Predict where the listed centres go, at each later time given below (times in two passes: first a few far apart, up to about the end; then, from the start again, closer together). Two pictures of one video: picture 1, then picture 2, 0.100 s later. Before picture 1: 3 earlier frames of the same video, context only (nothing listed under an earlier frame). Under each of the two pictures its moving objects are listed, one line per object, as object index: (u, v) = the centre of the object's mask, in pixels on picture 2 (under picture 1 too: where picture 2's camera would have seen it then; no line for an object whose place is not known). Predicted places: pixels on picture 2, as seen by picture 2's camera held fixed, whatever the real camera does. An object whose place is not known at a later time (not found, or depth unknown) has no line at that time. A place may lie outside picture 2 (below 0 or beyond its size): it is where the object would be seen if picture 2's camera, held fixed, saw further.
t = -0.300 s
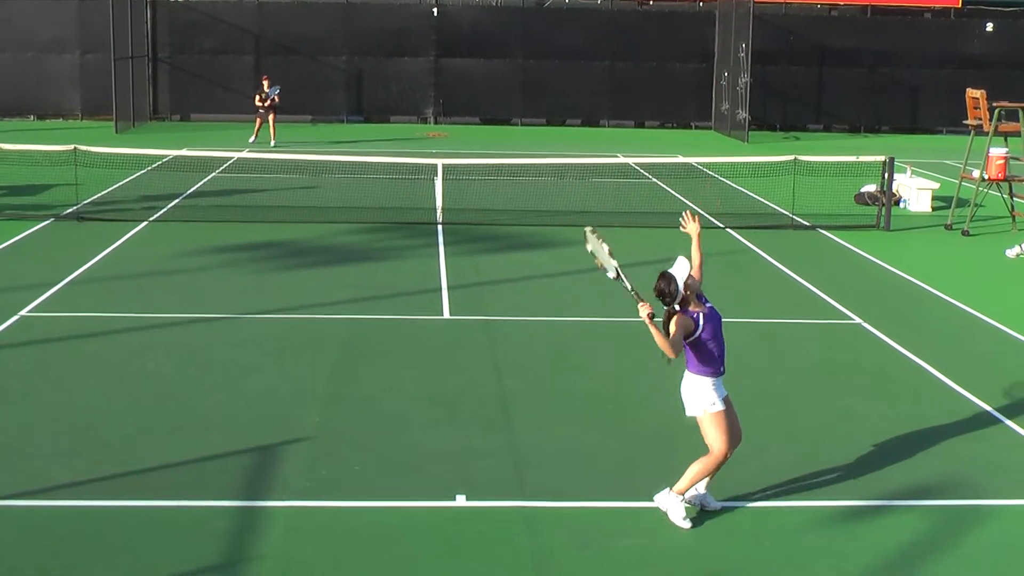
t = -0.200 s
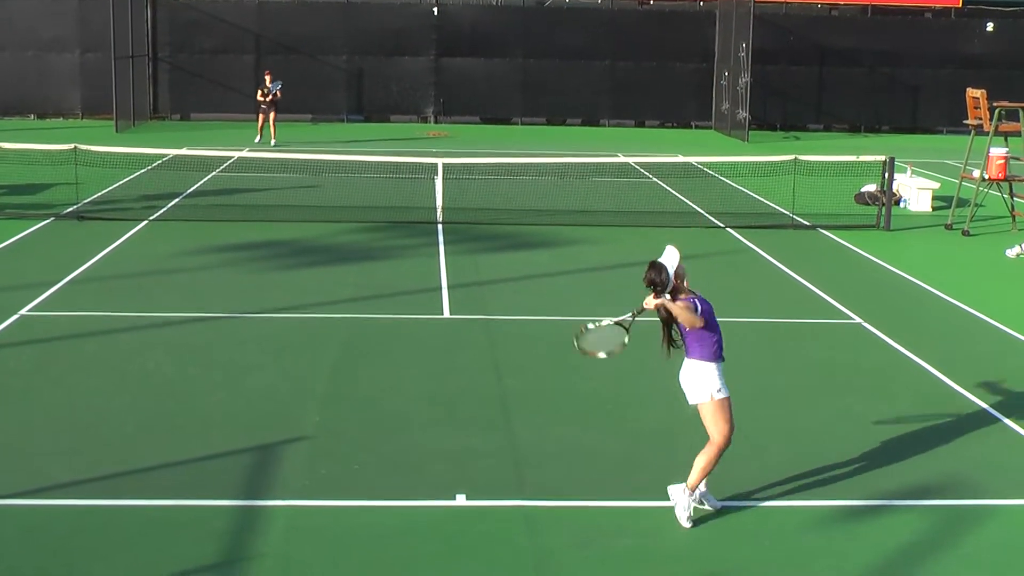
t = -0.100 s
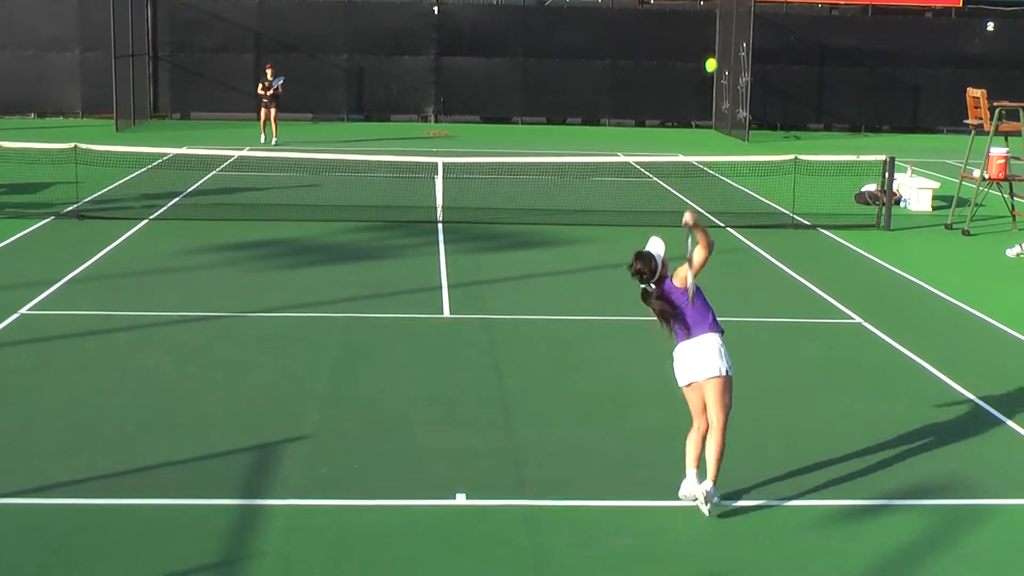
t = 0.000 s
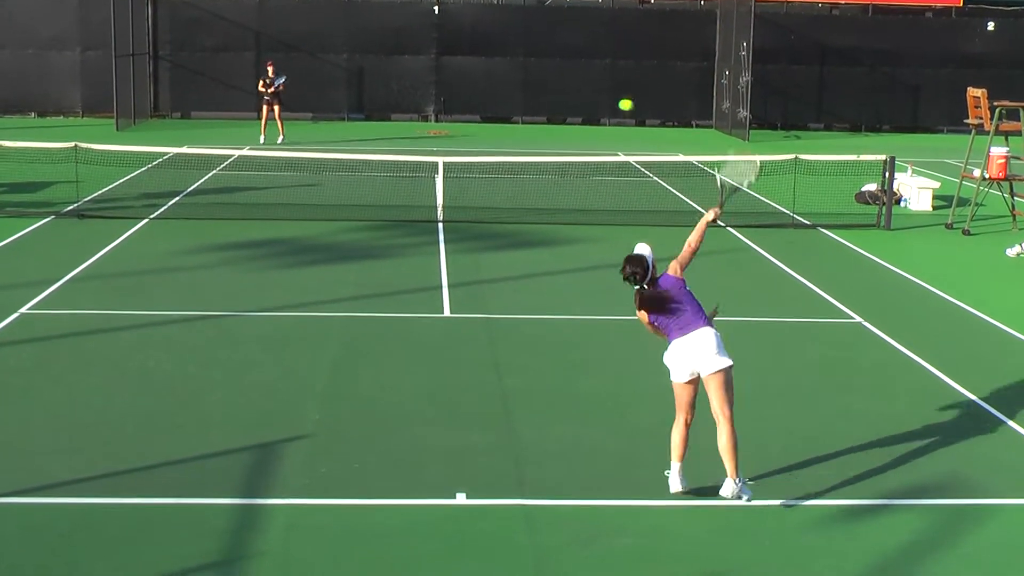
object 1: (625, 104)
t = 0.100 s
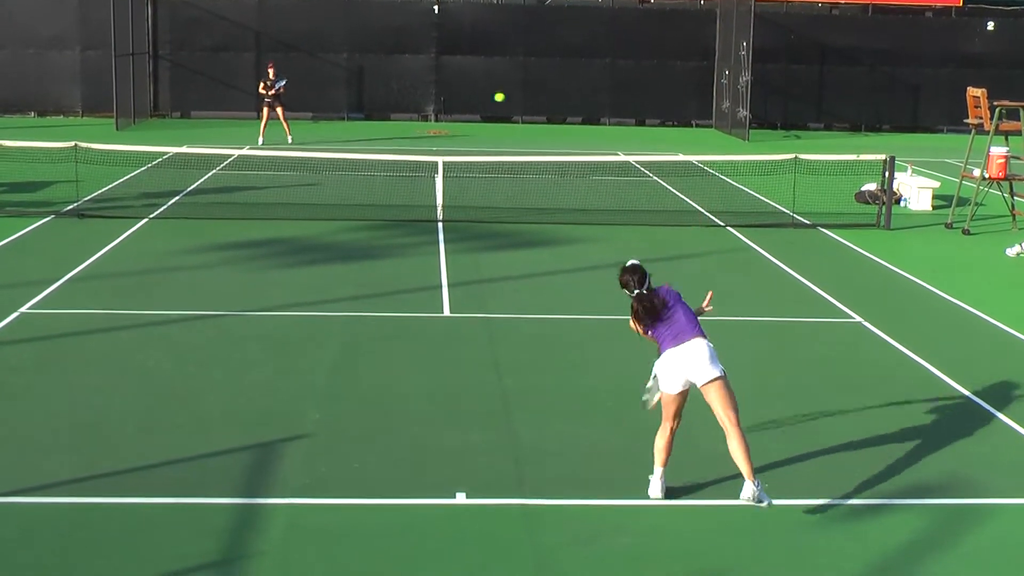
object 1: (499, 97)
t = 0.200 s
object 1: (420, 104)
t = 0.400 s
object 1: (320, 134)
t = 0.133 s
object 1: (469, 98)
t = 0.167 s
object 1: (443, 100)
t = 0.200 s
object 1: (420, 104)
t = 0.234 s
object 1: (399, 107)
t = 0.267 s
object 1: (380, 112)
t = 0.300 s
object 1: (363, 117)
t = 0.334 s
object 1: (348, 122)
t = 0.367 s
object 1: (333, 128)
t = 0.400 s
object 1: (320, 134)
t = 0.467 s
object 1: (297, 147)
